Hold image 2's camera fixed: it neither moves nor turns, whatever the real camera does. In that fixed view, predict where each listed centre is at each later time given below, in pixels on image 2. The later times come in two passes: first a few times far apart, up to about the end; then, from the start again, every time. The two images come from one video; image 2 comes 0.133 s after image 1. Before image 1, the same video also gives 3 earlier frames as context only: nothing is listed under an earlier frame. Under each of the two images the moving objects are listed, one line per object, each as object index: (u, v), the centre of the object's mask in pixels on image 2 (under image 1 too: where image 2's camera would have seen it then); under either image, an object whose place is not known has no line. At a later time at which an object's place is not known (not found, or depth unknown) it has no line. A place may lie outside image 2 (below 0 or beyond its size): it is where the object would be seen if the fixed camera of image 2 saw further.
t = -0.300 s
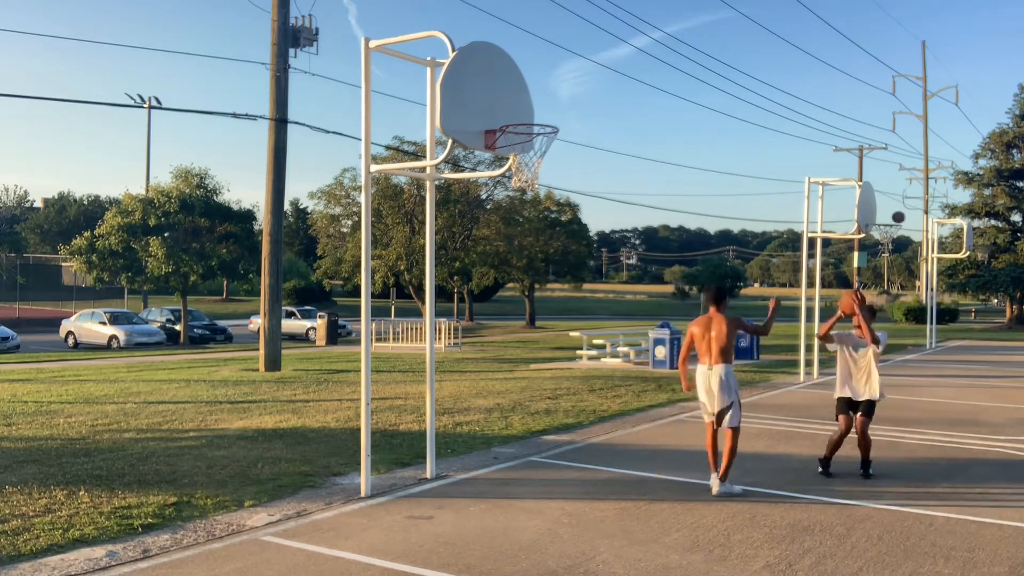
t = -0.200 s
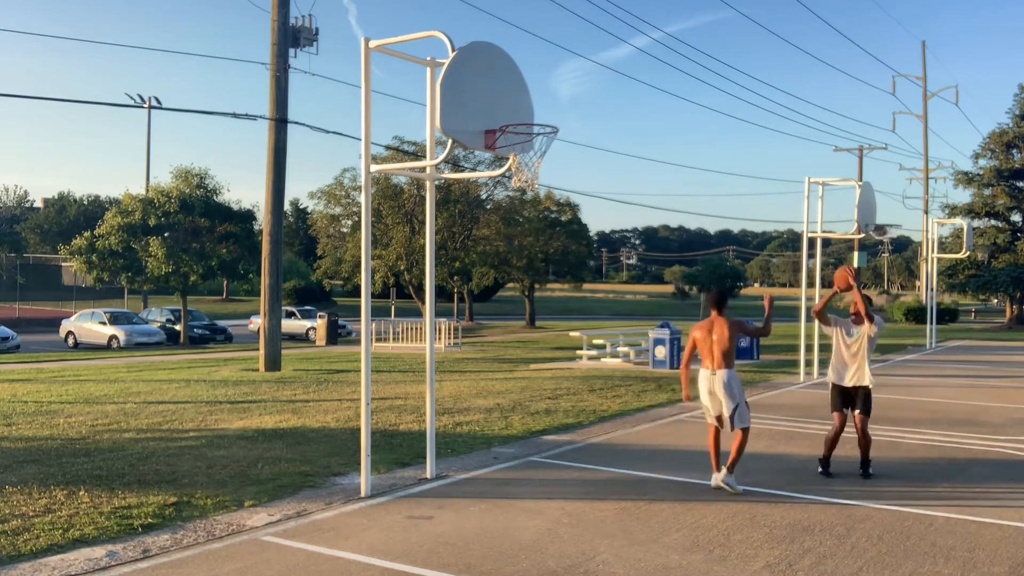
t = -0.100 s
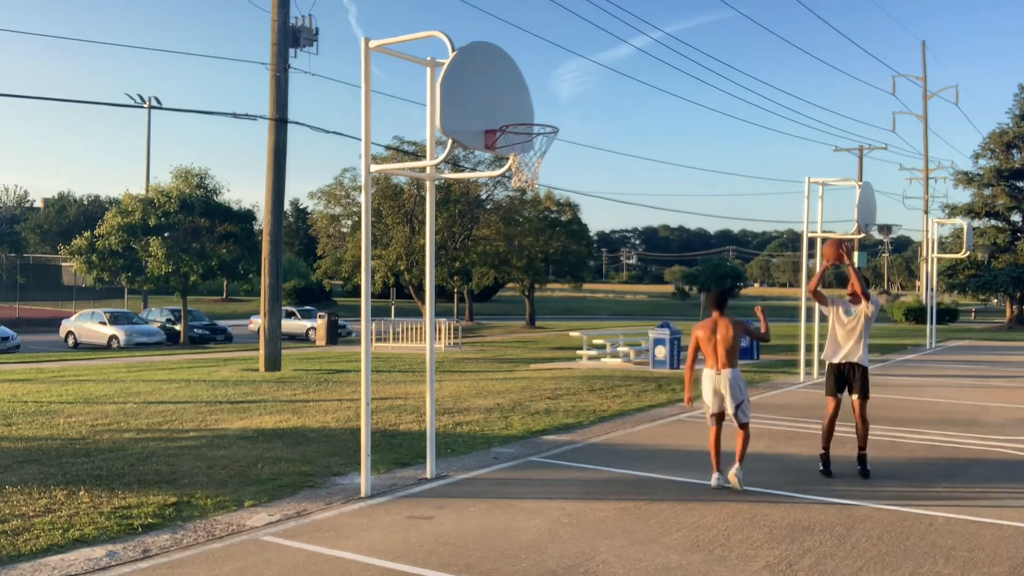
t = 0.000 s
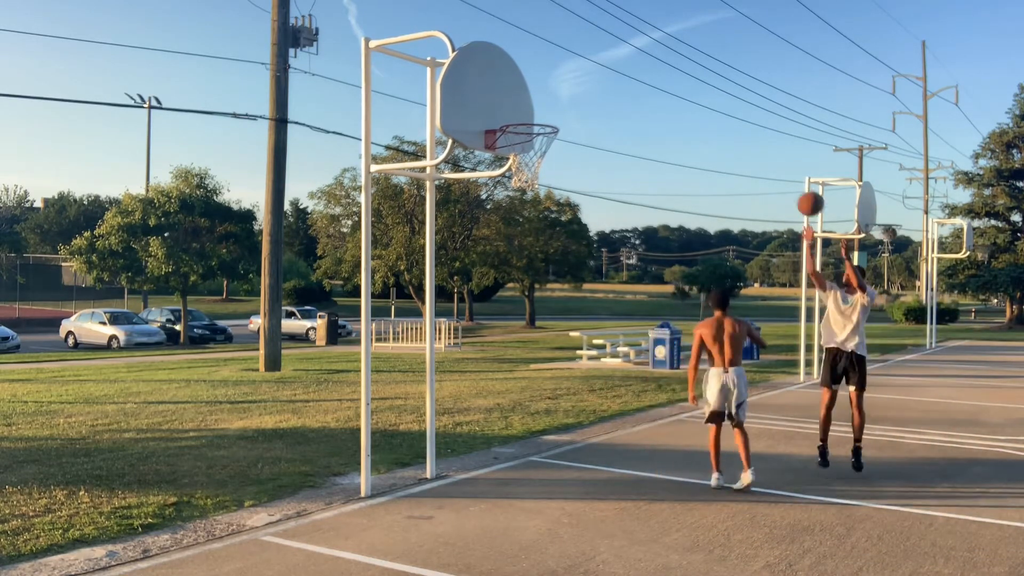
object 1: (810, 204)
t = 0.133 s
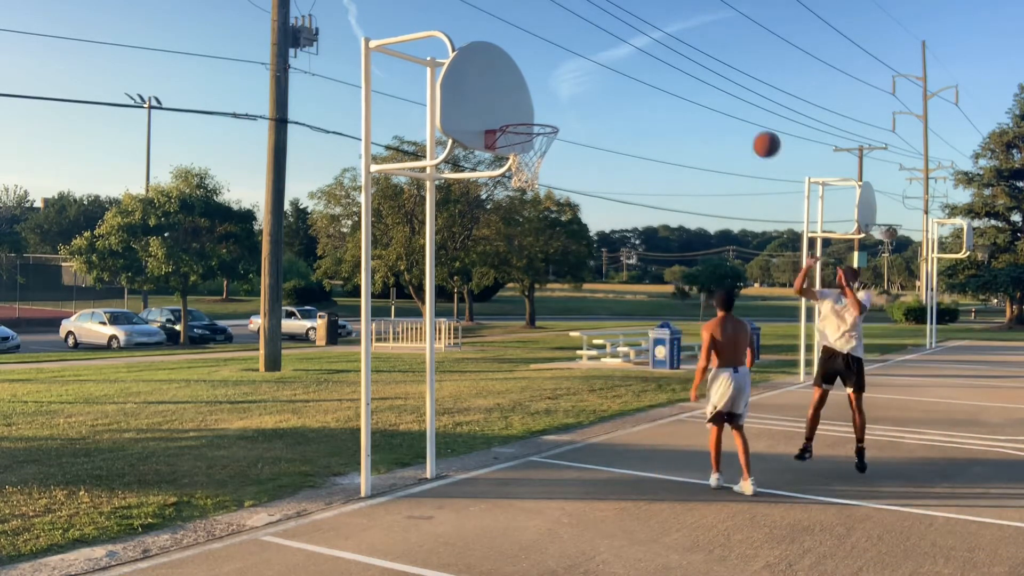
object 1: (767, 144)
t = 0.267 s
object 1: (720, 102)
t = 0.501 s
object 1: (633, 72)
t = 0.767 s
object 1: (522, 116)
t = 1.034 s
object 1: (545, 125)
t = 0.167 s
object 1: (755, 132)
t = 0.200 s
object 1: (744, 121)
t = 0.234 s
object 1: (732, 111)
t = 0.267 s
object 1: (720, 102)
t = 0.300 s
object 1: (709, 94)
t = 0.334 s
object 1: (696, 87)
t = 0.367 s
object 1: (684, 82)
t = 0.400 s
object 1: (672, 77)
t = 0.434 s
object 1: (659, 74)
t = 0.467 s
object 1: (646, 72)
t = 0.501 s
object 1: (633, 72)
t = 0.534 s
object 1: (620, 73)
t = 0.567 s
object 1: (607, 75)
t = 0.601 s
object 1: (593, 78)
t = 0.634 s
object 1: (579, 83)
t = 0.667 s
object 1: (566, 89)
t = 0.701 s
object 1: (551, 97)
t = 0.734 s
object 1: (537, 106)
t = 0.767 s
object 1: (522, 116)
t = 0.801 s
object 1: (521, 116)
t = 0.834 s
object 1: (523, 114)
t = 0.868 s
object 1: (525, 114)
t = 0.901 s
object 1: (527, 115)
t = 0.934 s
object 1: (528, 117)
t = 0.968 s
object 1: (529, 121)
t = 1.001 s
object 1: (536, 122)
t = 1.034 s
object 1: (545, 125)
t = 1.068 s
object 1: (552, 127)
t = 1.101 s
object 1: (560, 132)
